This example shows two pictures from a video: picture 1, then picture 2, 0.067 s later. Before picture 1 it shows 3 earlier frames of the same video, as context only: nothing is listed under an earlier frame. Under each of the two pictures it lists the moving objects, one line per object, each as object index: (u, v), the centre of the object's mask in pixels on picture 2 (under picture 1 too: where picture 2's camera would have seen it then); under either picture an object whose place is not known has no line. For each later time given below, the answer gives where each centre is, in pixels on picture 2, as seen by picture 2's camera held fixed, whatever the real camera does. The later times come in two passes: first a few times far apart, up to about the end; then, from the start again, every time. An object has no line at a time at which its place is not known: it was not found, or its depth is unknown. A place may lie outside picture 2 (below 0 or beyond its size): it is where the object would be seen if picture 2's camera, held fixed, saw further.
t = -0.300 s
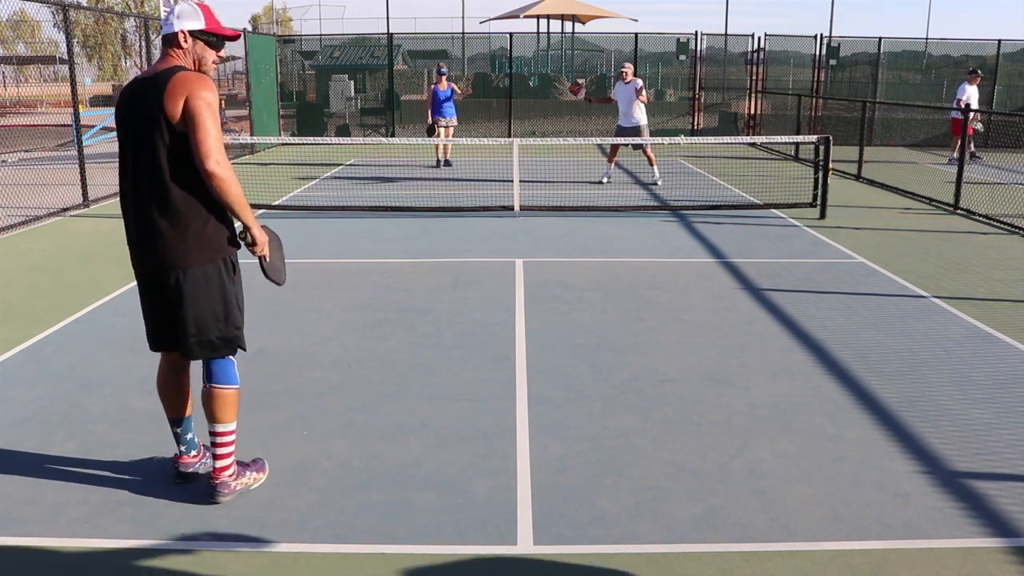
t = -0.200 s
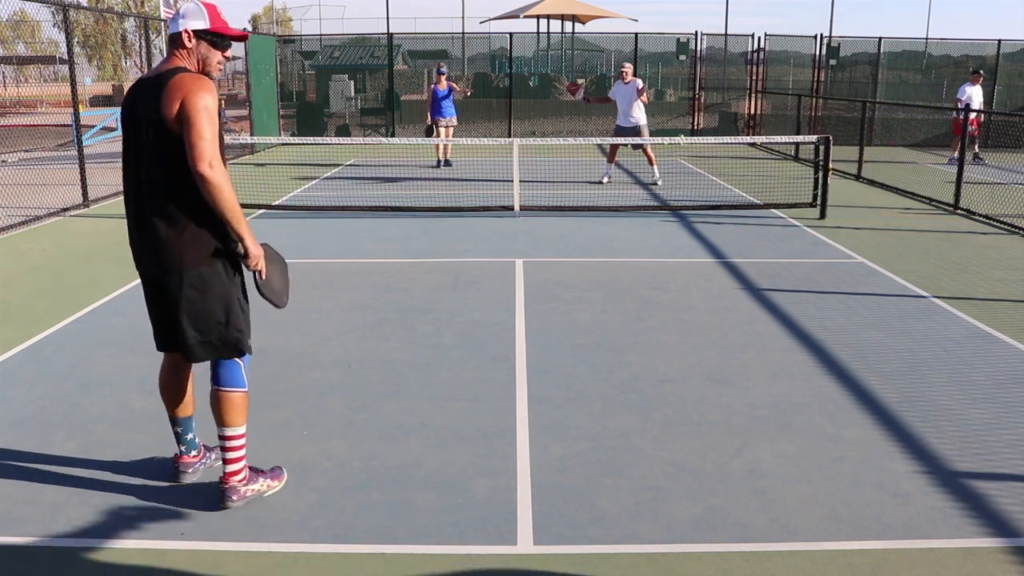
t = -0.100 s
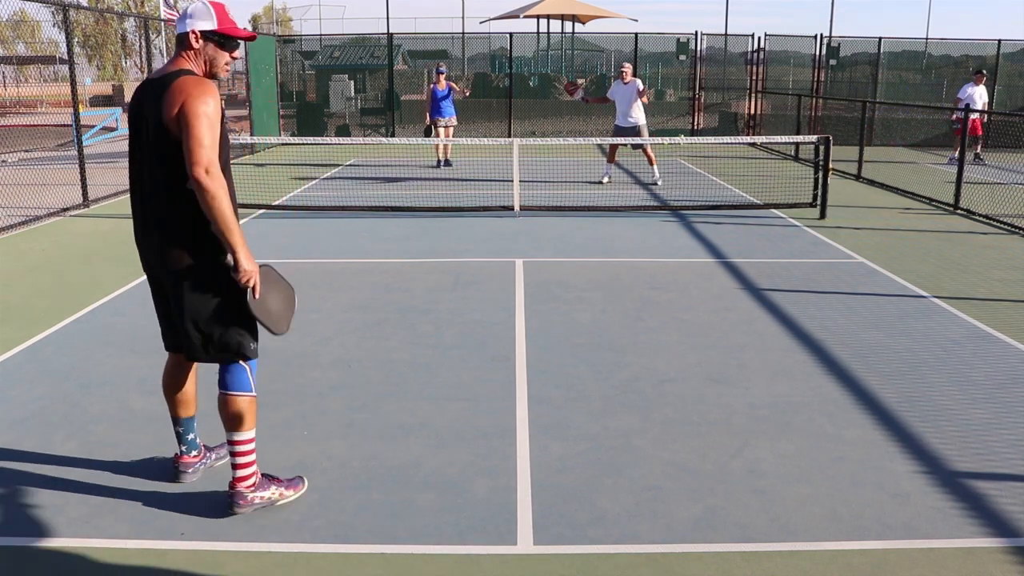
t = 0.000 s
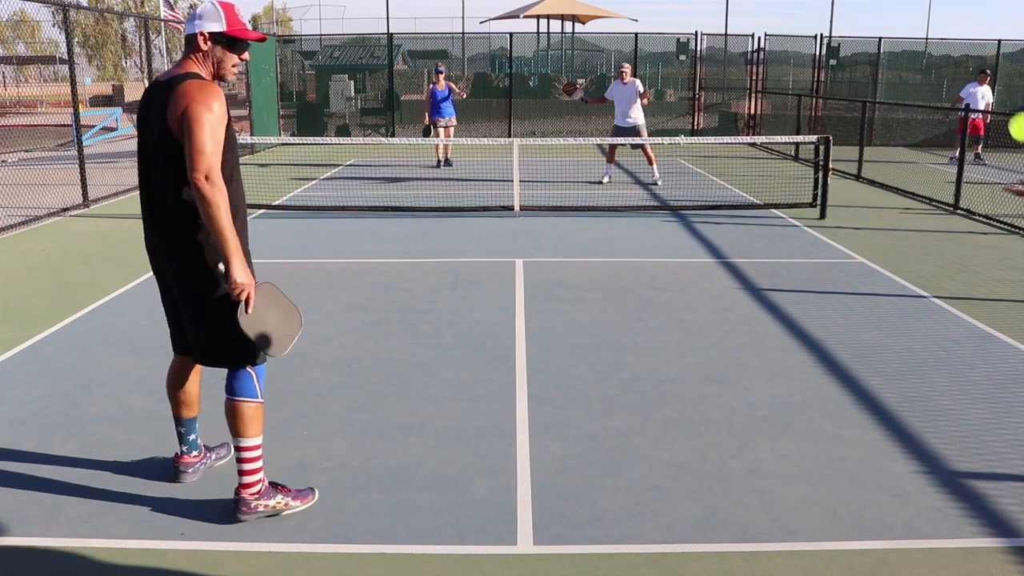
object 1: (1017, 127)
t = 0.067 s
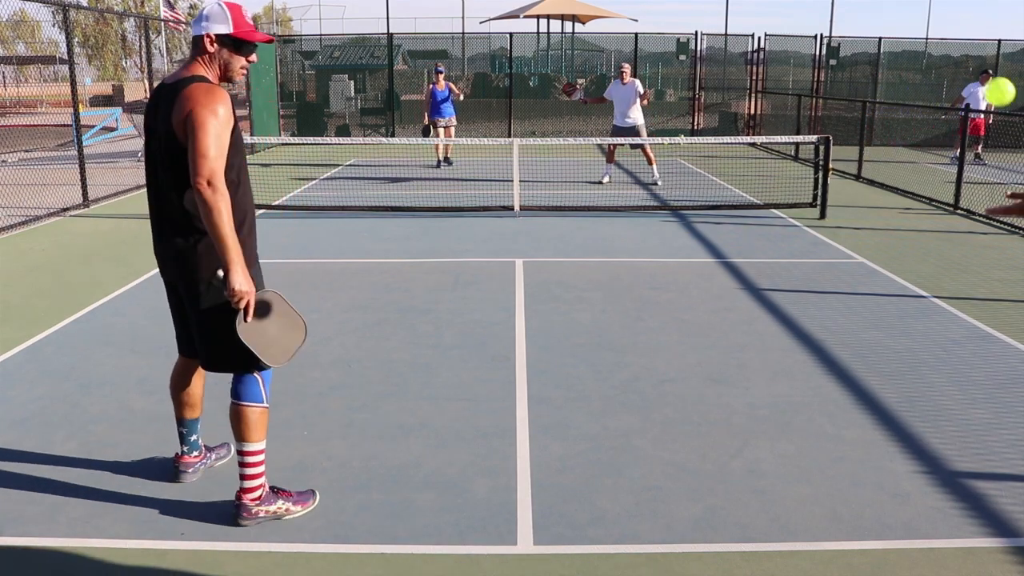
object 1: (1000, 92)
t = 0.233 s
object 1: (925, 71)
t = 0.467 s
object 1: (807, 209)
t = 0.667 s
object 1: (700, 456)
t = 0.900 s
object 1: (631, 443)
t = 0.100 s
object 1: (985, 79)
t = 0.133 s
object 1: (971, 71)
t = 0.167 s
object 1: (956, 68)
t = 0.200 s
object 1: (940, 68)
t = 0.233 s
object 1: (925, 71)
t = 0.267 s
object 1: (909, 80)
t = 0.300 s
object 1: (892, 92)
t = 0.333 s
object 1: (876, 108)
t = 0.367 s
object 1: (858, 128)
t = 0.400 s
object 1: (841, 151)
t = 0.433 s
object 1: (824, 179)
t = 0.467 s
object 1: (807, 209)
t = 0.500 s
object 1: (789, 244)
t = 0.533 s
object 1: (771, 282)
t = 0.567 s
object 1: (753, 322)
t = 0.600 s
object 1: (736, 365)
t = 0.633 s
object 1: (718, 410)
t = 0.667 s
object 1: (700, 456)
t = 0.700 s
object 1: (683, 503)
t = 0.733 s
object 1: (666, 553)
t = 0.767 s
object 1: (657, 546)
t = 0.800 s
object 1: (651, 516)
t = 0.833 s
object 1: (644, 489)
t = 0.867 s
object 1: (638, 464)
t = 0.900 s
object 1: (631, 443)
